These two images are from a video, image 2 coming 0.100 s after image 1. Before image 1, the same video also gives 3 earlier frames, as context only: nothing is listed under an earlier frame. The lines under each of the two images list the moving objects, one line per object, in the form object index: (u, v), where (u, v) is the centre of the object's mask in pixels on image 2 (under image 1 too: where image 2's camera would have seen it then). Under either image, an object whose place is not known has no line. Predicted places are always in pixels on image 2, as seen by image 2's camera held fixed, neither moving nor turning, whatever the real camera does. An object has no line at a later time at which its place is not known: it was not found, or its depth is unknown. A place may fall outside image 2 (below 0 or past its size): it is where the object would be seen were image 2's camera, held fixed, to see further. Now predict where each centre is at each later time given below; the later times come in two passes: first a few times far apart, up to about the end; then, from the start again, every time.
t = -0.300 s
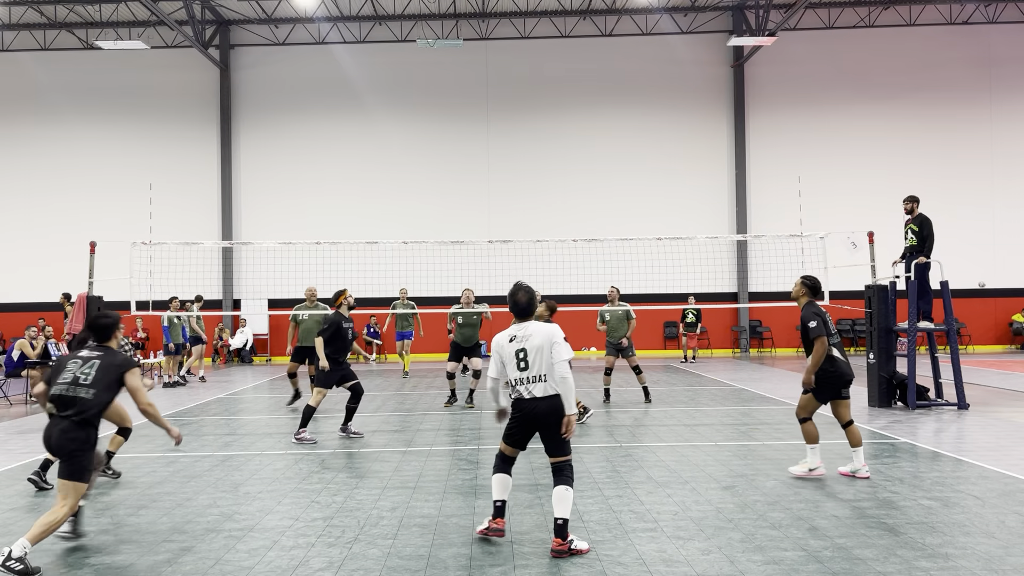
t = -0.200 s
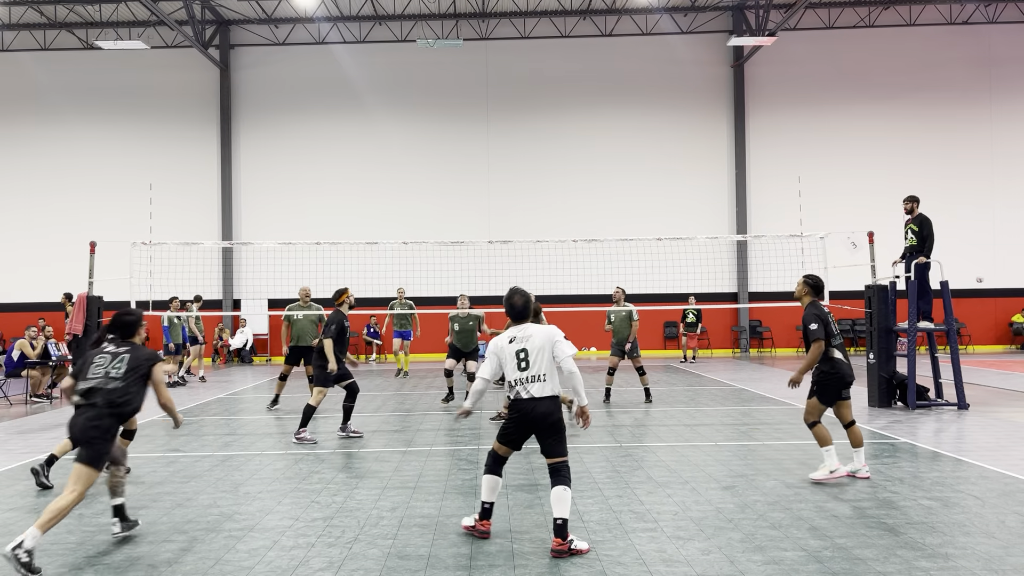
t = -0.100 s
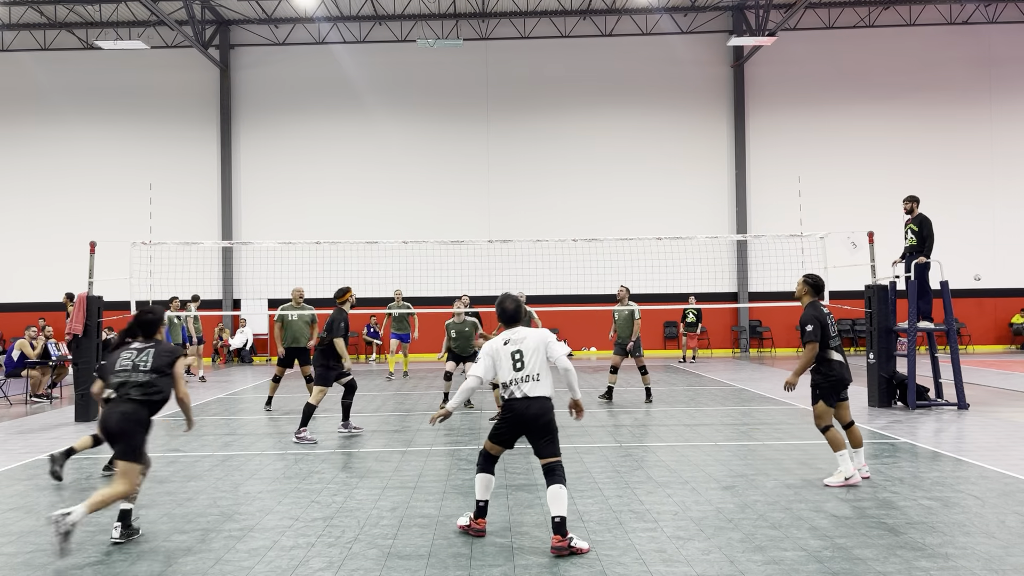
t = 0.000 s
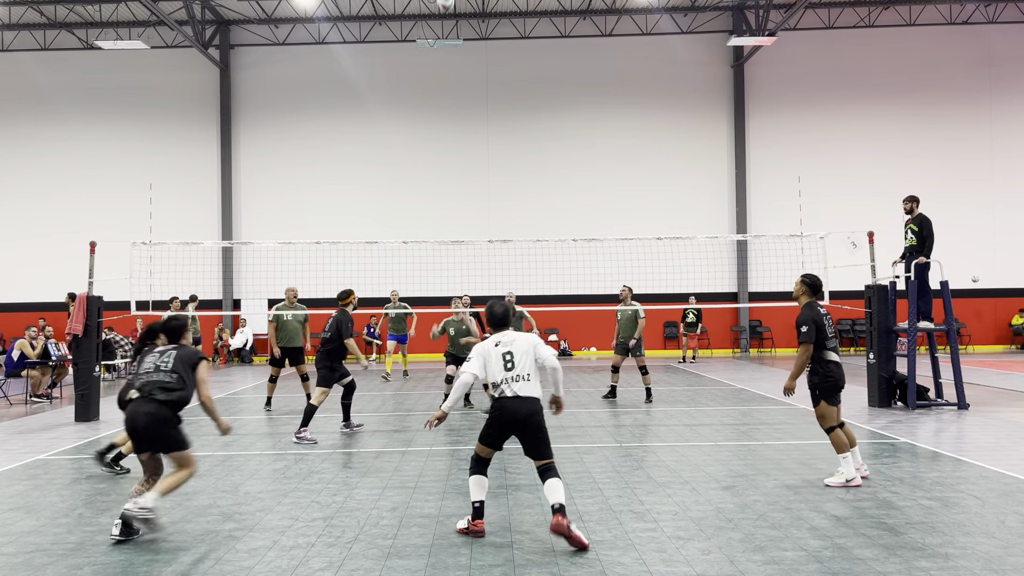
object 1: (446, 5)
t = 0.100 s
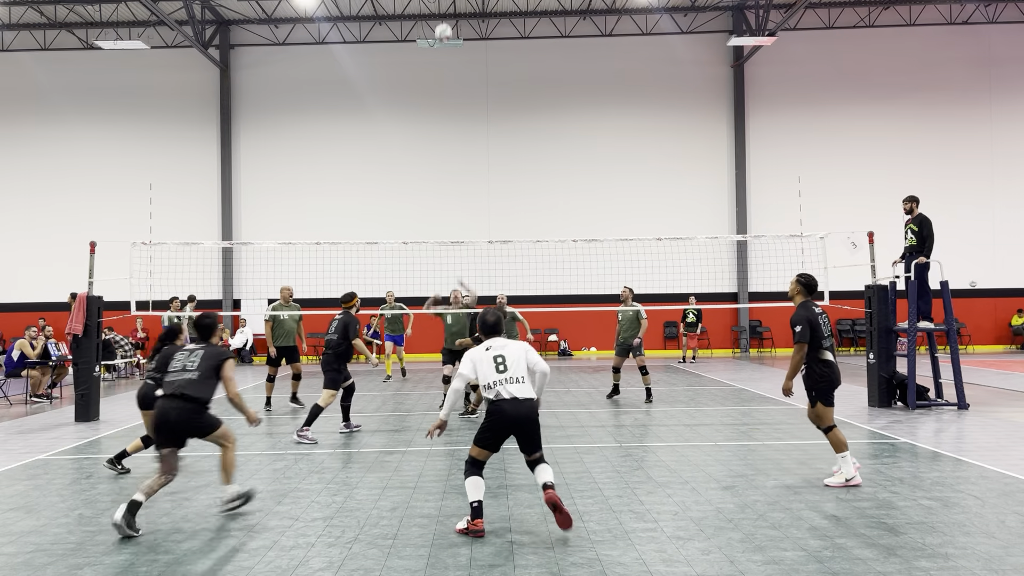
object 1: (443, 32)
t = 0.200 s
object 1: (441, 69)
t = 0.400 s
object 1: (439, 155)
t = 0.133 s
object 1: (442, 45)
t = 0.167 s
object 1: (442, 57)
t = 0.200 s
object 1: (441, 69)
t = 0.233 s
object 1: (441, 82)
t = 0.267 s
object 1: (440, 96)
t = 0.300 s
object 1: (440, 110)
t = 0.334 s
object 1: (439, 124)
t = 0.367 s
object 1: (439, 139)
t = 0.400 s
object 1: (439, 155)
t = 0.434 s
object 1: (438, 171)
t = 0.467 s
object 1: (438, 188)
